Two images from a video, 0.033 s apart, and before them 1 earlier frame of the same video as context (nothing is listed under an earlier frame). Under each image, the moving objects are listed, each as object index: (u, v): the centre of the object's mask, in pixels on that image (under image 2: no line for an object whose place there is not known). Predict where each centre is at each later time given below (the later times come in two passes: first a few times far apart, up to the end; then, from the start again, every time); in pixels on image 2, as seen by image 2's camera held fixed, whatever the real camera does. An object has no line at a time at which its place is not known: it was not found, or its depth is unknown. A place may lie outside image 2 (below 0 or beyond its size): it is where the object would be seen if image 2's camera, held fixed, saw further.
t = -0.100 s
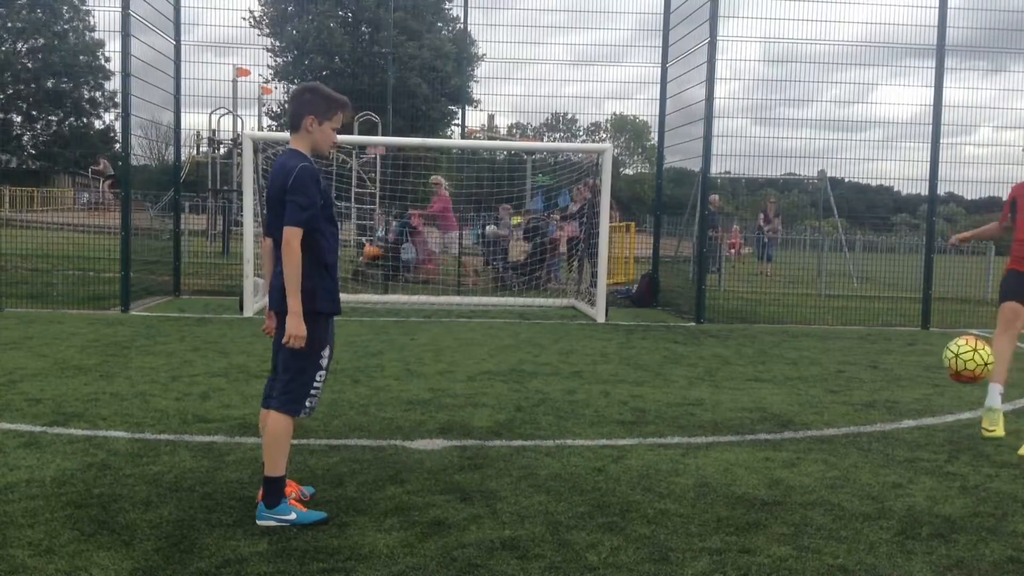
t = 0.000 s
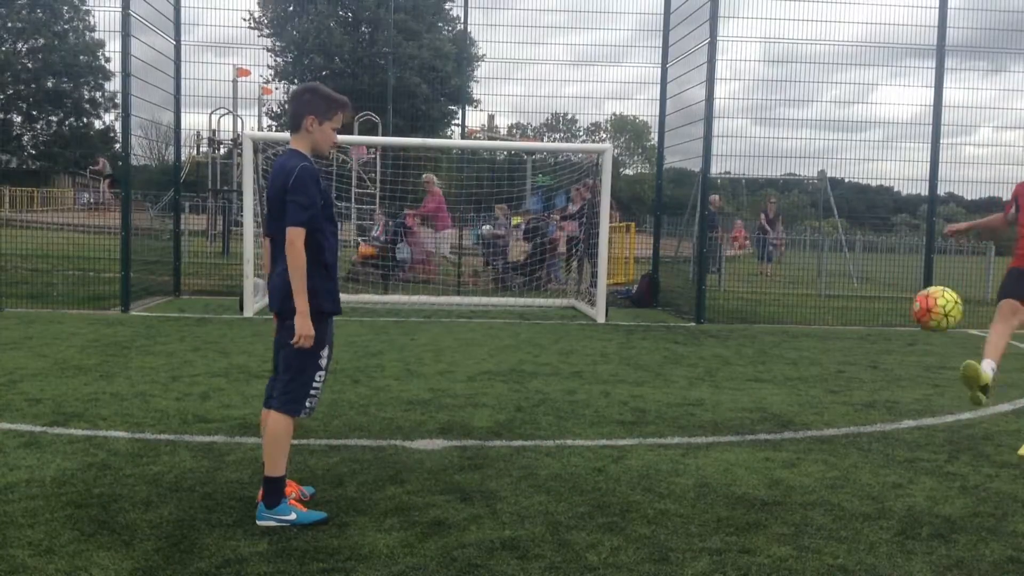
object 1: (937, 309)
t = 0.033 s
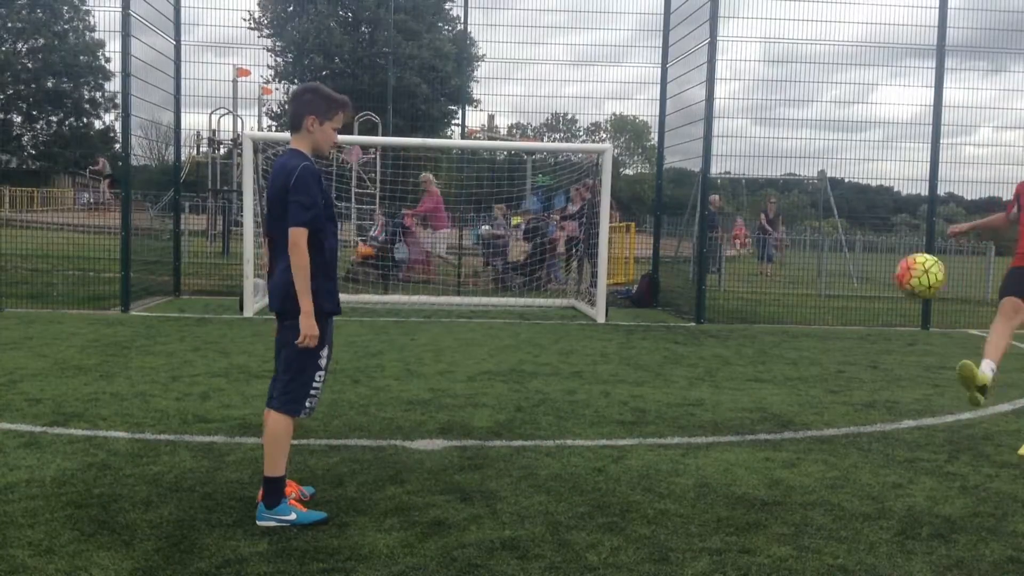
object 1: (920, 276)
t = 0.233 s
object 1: (820, 126)
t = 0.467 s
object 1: (705, 57)
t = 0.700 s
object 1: (595, 102)
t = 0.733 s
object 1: (579, 118)
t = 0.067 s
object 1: (904, 244)
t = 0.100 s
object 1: (887, 216)
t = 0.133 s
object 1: (871, 189)
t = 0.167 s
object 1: (854, 166)
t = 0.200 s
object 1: (837, 145)
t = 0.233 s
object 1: (820, 126)
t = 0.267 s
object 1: (804, 109)
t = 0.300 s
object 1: (787, 94)
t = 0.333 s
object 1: (771, 82)
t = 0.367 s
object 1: (754, 71)
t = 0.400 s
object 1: (738, 64)
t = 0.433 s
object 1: (721, 59)
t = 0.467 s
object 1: (705, 57)
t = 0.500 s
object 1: (690, 56)
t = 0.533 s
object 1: (673, 59)
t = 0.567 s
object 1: (657, 63)
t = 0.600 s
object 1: (642, 70)
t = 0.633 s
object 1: (626, 78)
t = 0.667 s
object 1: (610, 89)
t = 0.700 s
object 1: (595, 102)
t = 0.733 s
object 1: (579, 118)
